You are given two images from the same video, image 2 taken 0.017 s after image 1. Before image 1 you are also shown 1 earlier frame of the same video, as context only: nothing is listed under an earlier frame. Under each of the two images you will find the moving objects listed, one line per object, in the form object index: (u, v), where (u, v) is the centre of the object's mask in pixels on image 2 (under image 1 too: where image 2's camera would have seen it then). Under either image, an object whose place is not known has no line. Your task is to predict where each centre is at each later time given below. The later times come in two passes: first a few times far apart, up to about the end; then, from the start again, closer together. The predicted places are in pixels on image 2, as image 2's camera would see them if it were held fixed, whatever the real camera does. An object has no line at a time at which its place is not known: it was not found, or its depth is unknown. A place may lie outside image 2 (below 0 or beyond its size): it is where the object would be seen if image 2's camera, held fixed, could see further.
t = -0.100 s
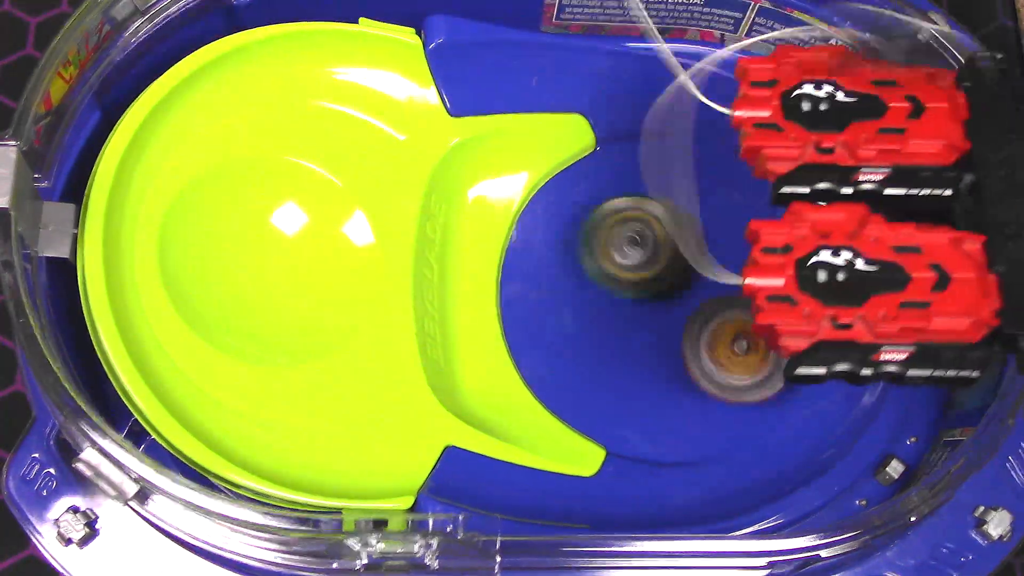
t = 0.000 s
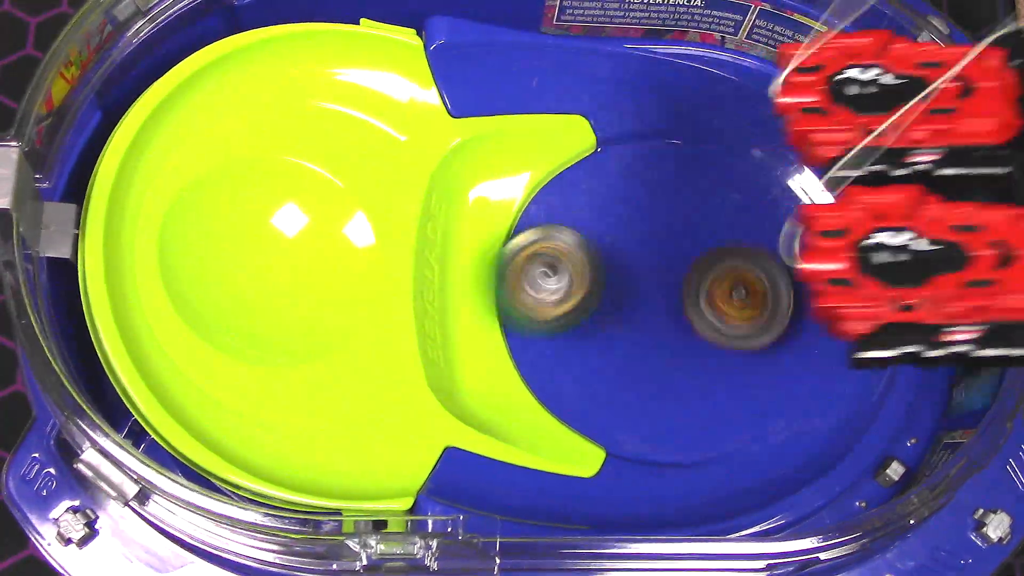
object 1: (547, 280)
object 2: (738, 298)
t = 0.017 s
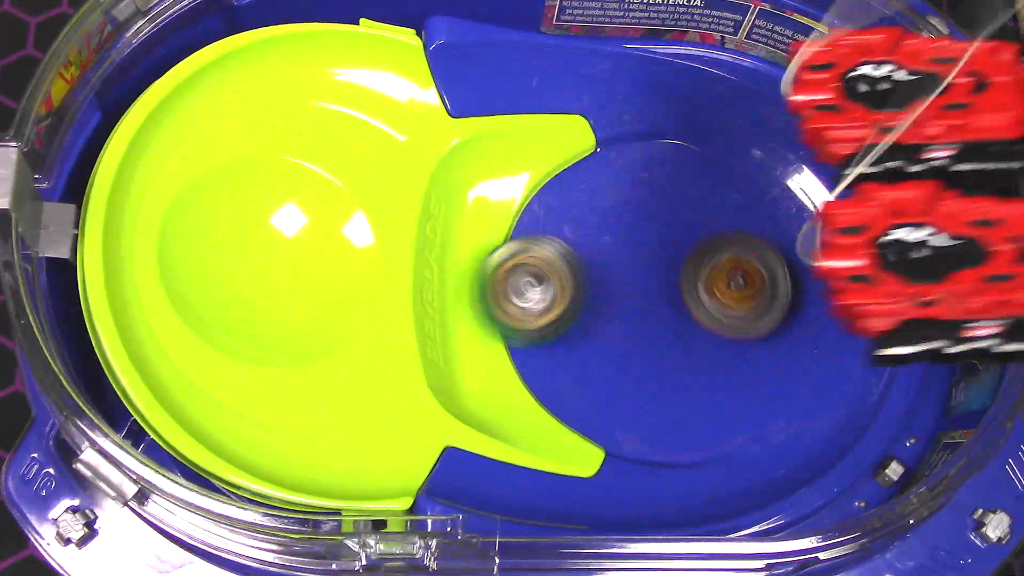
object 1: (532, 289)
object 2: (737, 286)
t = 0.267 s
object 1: (555, 359)
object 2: (570, 187)
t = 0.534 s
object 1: (726, 278)
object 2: (674, 429)
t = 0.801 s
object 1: (609, 140)
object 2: (833, 183)
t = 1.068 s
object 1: (587, 365)
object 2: (306, 147)
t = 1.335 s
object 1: (856, 270)
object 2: (438, 446)
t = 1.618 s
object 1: (528, 195)
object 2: (849, 138)
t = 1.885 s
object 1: (694, 442)
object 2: (537, 279)
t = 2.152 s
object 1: (784, 88)
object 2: (567, 463)
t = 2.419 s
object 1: (430, 259)
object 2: (785, 277)
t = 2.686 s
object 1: (886, 380)
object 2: (565, 135)
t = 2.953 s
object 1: (513, 90)
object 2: (565, 408)
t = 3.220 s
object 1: (276, 354)
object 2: (855, 227)
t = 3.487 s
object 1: (633, 455)
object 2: (490, 174)
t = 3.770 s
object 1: (770, 134)
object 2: (867, 420)
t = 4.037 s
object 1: (374, 263)
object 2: (615, 41)
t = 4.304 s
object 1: (335, 402)
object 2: (210, 284)
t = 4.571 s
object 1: (708, 376)
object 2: (415, 412)
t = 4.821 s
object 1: (781, 137)
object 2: (678, 216)
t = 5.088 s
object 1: (777, 90)
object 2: (551, 278)
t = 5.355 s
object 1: (733, 231)
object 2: (584, 362)
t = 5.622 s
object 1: (788, 226)
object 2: (653, 344)
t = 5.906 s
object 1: (798, 239)
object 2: (690, 284)
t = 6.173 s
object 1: (797, 269)
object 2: (586, 237)
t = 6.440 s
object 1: (682, 347)
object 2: (568, 237)
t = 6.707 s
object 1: (607, 398)
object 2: (631, 282)
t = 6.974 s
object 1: (602, 367)
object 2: (711, 306)
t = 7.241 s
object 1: (622, 228)
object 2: (687, 333)
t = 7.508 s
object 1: (665, 155)
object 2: (594, 306)
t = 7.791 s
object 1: (721, 239)
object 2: (555, 251)
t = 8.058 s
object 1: (743, 370)
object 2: (572, 262)
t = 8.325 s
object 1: (701, 400)
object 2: (609, 243)
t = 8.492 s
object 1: (651, 348)
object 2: (611, 246)
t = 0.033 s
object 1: (521, 298)
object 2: (735, 273)
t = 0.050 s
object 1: (517, 303)
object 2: (731, 260)
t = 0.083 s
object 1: (507, 316)
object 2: (717, 234)
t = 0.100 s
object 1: (504, 323)
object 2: (708, 222)
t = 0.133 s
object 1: (504, 335)
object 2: (686, 202)
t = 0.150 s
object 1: (505, 341)
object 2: (673, 194)
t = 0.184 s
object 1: (513, 349)
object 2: (644, 181)
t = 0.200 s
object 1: (519, 351)
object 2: (630, 179)
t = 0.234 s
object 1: (536, 355)
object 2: (600, 179)
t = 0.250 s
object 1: (544, 358)
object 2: (584, 183)
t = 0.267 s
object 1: (555, 359)
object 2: (570, 187)
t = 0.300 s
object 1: (577, 362)
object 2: (542, 204)
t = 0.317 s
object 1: (592, 362)
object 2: (530, 217)
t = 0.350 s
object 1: (623, 362)
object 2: (521, 253)
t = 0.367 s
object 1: (637, 362)
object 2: (524, 275)
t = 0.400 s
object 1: (663, 356)
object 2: (535, 313)
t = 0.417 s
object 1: (674, 350)
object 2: (543, 330)
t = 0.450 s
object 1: (695, 336)
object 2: (569, 362)
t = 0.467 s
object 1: (705, 326)
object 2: (585, 379)
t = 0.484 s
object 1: (712, 316)
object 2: (603, 393)
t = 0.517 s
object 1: (723, 291)
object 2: (648, 419)
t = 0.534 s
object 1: (726, 278)
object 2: (674, 429)
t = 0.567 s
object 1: (729, 250)
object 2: (729, 439)
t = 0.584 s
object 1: (729, 236)
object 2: (760, 438)
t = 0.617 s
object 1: (722, 208)
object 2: (815, 426)
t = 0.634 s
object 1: (716, 194)
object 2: (839, 414)
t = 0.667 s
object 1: (701, 169)
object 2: (874, 376)
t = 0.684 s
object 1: (691, 157)
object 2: (886, 352)
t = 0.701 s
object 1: (679, 147)
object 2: (893, 328)
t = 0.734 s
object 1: (653, 131)
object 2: (892, 278)
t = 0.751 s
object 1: (641, 126)
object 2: (886, 253)
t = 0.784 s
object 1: (619, 130)
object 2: (860, 206)
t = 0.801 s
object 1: (609, 140)
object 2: (833, 183)
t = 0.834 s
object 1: (596, 168)
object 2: (778, 141)
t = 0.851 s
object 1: (590, 185)
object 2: (750, 124)
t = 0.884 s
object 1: (577, 217)
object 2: (685, 97)
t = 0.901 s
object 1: (570, 233)
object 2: (641, 83)
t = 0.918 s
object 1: (563, 249)
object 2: (608, 77)
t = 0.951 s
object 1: (553, 278)
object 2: (541, 71)
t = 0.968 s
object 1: (551, 293)
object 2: (504, 72)
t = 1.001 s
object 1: (554, 319)
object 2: (443, 86)
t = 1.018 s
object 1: (559, 331)
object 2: (402, 98)
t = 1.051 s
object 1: (576, 354)
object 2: (335, 130)
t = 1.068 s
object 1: (587, 365)
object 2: (306, 147)
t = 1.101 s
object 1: (618, 383)
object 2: (249, 187)
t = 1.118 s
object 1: (636, 390)
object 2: (222, 210)
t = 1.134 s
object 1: (656, 395)
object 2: (207, 236)
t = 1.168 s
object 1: (700, 397)
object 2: (200, 290)
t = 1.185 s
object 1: (721, 395)
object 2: (208, 314)
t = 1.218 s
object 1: (763, 383)
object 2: (230, 371)
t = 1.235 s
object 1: (782, 372)
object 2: (246, 397)
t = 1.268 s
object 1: (816, 345)
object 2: (296, 440)
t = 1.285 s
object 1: (830, 328)
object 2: (329, 448)
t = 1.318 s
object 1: (851, 290)
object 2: (402, 453)
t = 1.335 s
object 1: (856, 270)
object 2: (438, 446)
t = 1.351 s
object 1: (860, 247)
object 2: (472, 439)
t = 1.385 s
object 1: (849, 205)
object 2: (545, 417)
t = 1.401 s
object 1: (835, 187)
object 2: (578, 406)
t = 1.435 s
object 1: (799, 158)
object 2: (641, 383)
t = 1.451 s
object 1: (776, 146)
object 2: (672, 365)
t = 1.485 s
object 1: (728, 126)
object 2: (731, 326)
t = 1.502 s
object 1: (700, 119)
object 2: (758, 304)
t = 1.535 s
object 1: (642, 119)
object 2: (803, 260)
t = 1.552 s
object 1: (617, 123)
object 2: (824, 235)
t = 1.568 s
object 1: (594, 134)
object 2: (836, 207)
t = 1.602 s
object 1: (546, 176)
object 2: (847, 157)
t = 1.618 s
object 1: (528, 195)
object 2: (849, 138)
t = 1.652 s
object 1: (494, 251)
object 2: (846, 102)
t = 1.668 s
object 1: (477, 275)
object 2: (842, 88)
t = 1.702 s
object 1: (476, 327)
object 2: (806, 88)
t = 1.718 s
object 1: (485, 350)
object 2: (786, 90)
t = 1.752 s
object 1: (511, 399)
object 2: (741, 102)
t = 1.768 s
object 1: (532, 406)
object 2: (717, 113)
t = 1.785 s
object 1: (553, 418)
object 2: (691, 134)
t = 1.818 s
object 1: (593, 440)
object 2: (640, 180)
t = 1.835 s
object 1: (620, 442)
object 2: (611, 204)
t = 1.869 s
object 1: (667, 447)
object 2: (558, 254)
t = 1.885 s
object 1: (694, 442)
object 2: (537, 279)
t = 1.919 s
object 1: (753, 419)
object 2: (502, 324)
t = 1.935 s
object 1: (782, 405)
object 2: (489, 351)
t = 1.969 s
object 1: (834, 365)
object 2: (476, 391)
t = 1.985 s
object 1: (855, 341)
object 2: (480, 399)
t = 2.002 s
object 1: (871, 312)
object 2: (482, 408)
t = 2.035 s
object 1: (885, 253)
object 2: (487, 433)
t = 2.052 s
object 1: (882, 225)
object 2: (490, 447)
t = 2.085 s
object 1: (865, 167)
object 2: (504, 462)
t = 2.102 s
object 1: (851, 144)
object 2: (520, 463)
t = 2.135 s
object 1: (806, 104)
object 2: (549, 466)
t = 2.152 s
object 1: (784, 88)
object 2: (567, 463)
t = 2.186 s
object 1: (725, 64)
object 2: (607, 453)
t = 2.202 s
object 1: (694, 57)
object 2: (629, 448)
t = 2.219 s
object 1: (662, 55)
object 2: (650, 439)
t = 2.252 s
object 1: (598, 59)
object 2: (689, 425)
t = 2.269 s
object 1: (569, 66)
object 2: (708, 414)
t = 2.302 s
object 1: (514, 91)
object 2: (742, 389)
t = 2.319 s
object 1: (493, 106)
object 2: (754, 374)
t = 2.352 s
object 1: (445, 145)
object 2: (774, 344)
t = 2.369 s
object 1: (431, 169)
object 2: (780, 329)
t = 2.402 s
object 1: (431, 227)
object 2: (786, 293)
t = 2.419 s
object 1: (430, 259)
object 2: (785, 277)
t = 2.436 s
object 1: (433, 295)
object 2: (783, 259)
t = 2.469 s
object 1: (462, 359)
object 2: (771, 223)
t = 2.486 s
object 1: (489, 384)
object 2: (761, 204)
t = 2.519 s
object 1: (552, 422)
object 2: (737, 173)
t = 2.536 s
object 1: (588, 437)
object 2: (723, 158)
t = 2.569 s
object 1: (657, 462)
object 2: (690, 132)
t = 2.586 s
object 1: (692, 468)
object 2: (673, 124)
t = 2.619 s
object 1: (769, 461)
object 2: (634, 117)
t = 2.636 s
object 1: (804, 448)
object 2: (616, 118)
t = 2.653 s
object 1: (835, 431)
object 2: (598, 121)
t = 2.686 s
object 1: (886, 380)
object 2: (565, 135)
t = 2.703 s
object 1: (907, 350)
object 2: (547, 145)
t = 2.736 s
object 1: (915, 282)
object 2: (511, 173)
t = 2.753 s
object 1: (910, 247)
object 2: (493, 189)
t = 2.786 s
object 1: (881, 179)
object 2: (466, 224)
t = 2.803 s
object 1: (855, 147)
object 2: (462, 242)
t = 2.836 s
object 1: (794, 98)
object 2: (460, 286)
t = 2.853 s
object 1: (757, 81)
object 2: (466, 311)
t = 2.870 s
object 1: (715, 68)
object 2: (476, 335)
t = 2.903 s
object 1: (624, 67)
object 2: (506, 372)
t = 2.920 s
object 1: (584, 70)
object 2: (525, 386)
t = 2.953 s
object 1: (513, 90)
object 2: (565, 408)
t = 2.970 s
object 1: (483, 106)
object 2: (588, 417)
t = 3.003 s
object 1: (419, 140)
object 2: (636, 431)
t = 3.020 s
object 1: (389, 160)
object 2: (659, 437)
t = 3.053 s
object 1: (348, 196)
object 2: (709, 430)
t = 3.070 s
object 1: (323, 218)
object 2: (735, 418)
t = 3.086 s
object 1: (304, 242)
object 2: (757, 406)
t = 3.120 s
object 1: (274, 286)
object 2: (797, 372)
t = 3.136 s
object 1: (265, 303)
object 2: (812, 353)
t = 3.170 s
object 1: (261, 328)
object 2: (838, 304)
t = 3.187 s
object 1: (263, 339)
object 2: (847, 279)
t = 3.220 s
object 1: (276, 354)
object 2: (855, 227)
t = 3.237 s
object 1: (284, 362)
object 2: (854, 201)
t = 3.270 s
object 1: (312, 381)
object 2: (832, 151)
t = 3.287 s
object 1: (327, 390)
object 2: (815, 130)
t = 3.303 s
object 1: (345, 399)
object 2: (796, 114)
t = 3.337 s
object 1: (388, 417)
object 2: (749, 90)
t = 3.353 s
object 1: (411, 423)
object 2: (722, 85)
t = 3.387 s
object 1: (463, 432)
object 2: (662, 83)
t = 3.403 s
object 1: (490, 435)
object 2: (631, 88)
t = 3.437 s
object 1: (546, 445)
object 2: (576, 111)
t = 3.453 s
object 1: (575, 450)
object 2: (549, 127)
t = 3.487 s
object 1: (633, 455)
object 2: (490, 174)
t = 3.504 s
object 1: (661, 457)
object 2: (467, 198)
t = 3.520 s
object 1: (693, 456)
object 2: (457, 230)
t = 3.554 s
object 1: (755, 447)
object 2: (450, 293)
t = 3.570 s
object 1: (783, 436)
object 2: (454, 326)
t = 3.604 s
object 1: (829, 401)
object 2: (491, 390)
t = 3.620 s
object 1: (845, 376)
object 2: (530, 411)
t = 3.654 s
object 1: (863, 322)
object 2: (598, 452)
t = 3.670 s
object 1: (865, 292)
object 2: (639, 467)
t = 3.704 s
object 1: (857, 234)
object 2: (715, 480)
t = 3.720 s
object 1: (839, 203)
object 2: (758, 471)
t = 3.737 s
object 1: (823, 177)
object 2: (801, 458)
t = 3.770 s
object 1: (770, 134)
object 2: (867, 420)
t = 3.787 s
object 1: (739, 120)
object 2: (897, 387)
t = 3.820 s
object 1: (669, 103)
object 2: (931, 322)
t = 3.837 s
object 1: (632, 101)
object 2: (946, 289)
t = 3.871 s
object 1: (571, 106)
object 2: (936, 221)
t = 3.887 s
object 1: (541, 112)
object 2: (913, 193)
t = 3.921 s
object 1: (484, 131)
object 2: (860, 140)
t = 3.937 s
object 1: (455, 143)
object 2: (828, 117)
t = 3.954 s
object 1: (431, 161)
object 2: (799, 96)
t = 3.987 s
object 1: (409, 197)
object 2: (730, 58)
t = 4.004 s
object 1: (395, 219)
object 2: (689, 46)
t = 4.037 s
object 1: (374, 263)
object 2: (615, 41)
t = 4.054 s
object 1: (362, 283)
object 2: (578, 40)
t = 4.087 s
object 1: (337, 311)
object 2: (506, 45)
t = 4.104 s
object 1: (325, 321)
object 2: (476, 50)
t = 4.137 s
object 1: (309, 335)
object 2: (402, 78)
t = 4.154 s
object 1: (304, 342)
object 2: (364, 97)
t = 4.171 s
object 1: (301, 350)
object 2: (333, 115)
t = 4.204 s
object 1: (300, 364)
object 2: (284, 146)
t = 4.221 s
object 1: (302, 371)
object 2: (258, 168)
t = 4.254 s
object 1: (311, 385)
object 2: (220, 214)
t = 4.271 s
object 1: (317, 391)
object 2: (209, 238)
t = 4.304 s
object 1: (335, 402)
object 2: (210, 284)
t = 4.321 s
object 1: (346, 406)
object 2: (220, 308)
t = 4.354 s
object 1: (373, 414)
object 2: (248, 358)
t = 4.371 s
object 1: (391, 418)
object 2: (261, 378)
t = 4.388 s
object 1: (416, 423)
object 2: (262, 390)
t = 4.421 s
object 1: (476, 425)
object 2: (268, 413)
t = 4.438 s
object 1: (500, 424)
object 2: (276, 420)
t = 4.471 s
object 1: (557, 425)
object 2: (300, 431)
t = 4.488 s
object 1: (581, 424)
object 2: (317, 435)
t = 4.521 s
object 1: (632, 409)
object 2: (355, 432)
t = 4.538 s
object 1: (661, 402)
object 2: (376, 427)
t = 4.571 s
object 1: (708, 376)
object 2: (415, 412)
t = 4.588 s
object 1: (730, 360)
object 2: (437, 405)
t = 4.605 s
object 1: (750, 345)
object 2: (455, 394)
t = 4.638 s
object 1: (783, 311)
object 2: (489, 373)
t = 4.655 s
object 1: (797, 294)
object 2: (513, 363)
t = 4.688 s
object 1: (817, 259)
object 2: (551, 343)
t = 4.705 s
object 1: (823, 242)
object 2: (561, 330)
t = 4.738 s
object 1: (827, 203)
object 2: (598, 301)
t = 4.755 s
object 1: (825, 187)
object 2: (613, 283)
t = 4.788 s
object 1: (808, 156)
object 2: (648, 250)
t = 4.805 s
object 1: (796, 145)
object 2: (662, 234)
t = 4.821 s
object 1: (781, 137)
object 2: (678, 216)
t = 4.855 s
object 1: (771, 112)
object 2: (671, 199)
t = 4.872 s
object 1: (777, 98)
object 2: (651, 200)
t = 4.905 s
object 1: (791, 74)
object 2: (615, 204)
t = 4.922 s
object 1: (795, 65)
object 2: (596, 207)
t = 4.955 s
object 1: (799, 56)
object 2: (567, 211)
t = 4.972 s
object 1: (796, 60)
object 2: (554, 213)
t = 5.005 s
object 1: (793, 65)
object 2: (542, 224)
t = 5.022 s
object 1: (793, 68)
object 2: (540, 232)
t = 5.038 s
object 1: (791, 72)
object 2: (542, 247)
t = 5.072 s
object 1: (783, 82)
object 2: (547, 267)
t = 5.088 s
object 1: (777, 90)
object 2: (551, 278)
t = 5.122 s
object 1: (759, 113)
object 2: (563, 297)
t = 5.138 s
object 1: (749, 125)
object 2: (570, 304)
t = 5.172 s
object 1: (727, 158)
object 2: (584, 313)
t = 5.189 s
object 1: (716, 172)
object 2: (595, 319)
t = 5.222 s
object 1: (696, 198)
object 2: (612, 319)
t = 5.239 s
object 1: (684, 216)
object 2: (622, 317)
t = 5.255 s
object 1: (683, 227)
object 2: (623, 318)
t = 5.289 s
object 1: (705, 228)
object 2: (608, 337)
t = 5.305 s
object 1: (710, 227)
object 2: (600, 348)
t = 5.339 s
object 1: (727, 227)
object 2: (590, 355)
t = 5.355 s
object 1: (733, 231)
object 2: (584, 362)
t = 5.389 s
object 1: (749, 230)
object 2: (582, 364)
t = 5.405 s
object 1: (755, 229)
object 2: (583, 366)
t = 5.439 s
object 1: (765, 228)
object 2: (589, 364)
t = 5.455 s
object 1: (769, 225)
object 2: (594, 364)
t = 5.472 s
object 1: (773, 226)
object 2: (599, 362)
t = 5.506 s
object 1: (777, 224)
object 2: (610, 361)
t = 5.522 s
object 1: (780, 223)
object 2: (617, 359)
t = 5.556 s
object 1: (785, 223)
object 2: (628, 356)
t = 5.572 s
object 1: (785, 224)
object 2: (633, 354)
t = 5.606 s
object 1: (788, 225)
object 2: (647, 347)
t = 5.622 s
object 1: (788, 226)
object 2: (653, 344)
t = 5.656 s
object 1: (788, 229)
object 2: (665, 335)
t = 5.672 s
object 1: (787, 231)
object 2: (674, 330)
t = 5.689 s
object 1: (787, 233)
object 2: (680, 327)
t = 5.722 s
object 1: (782, 239)
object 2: (693, 316)
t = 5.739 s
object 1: (782, 241)
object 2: (697, 312)
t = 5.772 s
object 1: (794, 239)
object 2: (692, 311)
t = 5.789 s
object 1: (800, 239)
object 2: (688, 308)
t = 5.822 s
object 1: (802, 238)
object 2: (687, 299)
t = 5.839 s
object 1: (803, 238)
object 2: (688, 296)
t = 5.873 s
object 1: (802, 238)
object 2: (688, 291)
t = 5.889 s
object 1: (801, 239)
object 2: (689, 287)
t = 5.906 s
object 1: (798, 239)
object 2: (690, 284)
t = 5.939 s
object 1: (796, 243)
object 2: (692, 280)
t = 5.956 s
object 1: (804, 246)
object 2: (681, 279)
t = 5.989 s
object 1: (817, 251)
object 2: (658, 270)
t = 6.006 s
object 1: (819, 252)
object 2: (650, 269)
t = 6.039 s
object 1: (821, 255)
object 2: (633, 264)
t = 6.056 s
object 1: (821, 256)
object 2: (629, 262)
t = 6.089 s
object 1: (817, 258)
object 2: (613, 254)
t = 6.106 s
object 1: (814, 259)
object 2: (608, 252)
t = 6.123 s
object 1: (810, 261)
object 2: (600, 249)
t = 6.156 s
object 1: (802, 266)
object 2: (590, 240)
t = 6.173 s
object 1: (797, 269)
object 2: (586, 237)
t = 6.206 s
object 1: (786, 278)
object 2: (577, 230)
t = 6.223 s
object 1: (781, 282)
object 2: (575, 231)
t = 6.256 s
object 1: (767, 292)
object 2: (567, 226)
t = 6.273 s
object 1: (761, 297)
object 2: (567, 225)
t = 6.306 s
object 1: (746, 307)
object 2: (563, 225)
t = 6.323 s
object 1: (739, 313)
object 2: (563, 223)
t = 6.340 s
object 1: (730, 319)
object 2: (563, 224)
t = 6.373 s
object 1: (715, 328)
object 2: (563, 226)
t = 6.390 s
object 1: (707, 334)
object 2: (566, 228)
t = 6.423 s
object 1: (691, 343)
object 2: (567, 235)
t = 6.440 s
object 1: (682, 347)
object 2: (568, 237)
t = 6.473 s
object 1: (666, 355)
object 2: (574, 244)
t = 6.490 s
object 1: (659, 359)
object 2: (577, 248)
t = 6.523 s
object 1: (644, 364)
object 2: (586, 260)
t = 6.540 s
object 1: (637, 367)
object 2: (588, 265)
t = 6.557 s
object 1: (630, 374)
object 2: (593, 266)
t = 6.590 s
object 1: (620, 388)
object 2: (602, 262)
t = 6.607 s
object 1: (615, 392)
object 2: (609, 262)
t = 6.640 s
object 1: (609, 399)
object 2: (621, 271)
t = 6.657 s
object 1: (606, 401)
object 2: (623, 276)
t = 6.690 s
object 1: (606, 401)
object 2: (627, 280)
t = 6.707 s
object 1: (607, 398)
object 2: (631, 282)
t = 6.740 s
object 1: (612, 391)
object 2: (640, 287)
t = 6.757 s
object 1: (609, 391)
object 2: (647, 287)
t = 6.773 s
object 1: (607, 393)
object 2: (659, 283)
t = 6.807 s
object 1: (602, 395)
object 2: (677, 281)
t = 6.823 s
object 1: (600, 395)
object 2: (684, 281)
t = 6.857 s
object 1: (600, 393)
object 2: (698, 285)
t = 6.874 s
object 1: (599, 391)
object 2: (702, 288)
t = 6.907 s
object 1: (601, 387)
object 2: (708, 295)
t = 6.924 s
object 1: (600, 382)
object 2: (710, 300)
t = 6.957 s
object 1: (602, 373)
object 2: (711, 305)
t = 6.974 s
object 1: (602, 367)
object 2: (711, 306)
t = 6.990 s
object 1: (602, 359)
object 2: (711, 306)
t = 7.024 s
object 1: (604, 347)
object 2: (714, 311)
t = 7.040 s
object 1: (604, 339)
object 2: (711, 314)
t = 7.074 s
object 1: (608, 323)
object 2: (712, 314)
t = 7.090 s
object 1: (609, 313)
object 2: (711, 314)
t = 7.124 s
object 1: (614, 295)
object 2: (711, 319)
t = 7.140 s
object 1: (615, 285)
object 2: (707, 322)
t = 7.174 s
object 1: (618, 265)
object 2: (704, 324)
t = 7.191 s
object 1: (618, 256)
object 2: (703, 327)
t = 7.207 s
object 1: (619, 246)
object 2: (700, 329)
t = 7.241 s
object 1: (622, 228)
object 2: (687, 333)
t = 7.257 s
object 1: (623, 220)
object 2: (683, 332)
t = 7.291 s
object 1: (628, 203)
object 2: (675, 334)
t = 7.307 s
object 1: (629, 198)
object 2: (669, 334)
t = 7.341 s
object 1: (635, 184)
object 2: (655, 334)
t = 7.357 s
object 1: (637, 179)
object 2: (648, 331)
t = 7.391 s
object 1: (642, 169)
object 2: (638, 327)
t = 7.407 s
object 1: (645, 166)
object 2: (632, 326)
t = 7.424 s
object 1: (647, 163)
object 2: (626, 323)
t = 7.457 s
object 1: (654, 158)
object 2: (614, 319)
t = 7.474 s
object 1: (657, 157)
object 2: (607, 315)
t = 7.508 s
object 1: (665, 155)
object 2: (594, 306)
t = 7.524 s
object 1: (668, 156)
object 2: (589, 301)
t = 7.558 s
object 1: (674, 159)
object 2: (580, 291)
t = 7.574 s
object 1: (679, 162)
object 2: (576, 287)
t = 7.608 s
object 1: (685, 169)
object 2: (569, 280)
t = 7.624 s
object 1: (689, 172)
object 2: (567, 275)
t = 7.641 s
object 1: (691, 177)
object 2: (564, 271)
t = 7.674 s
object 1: (698, 188)
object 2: (559, 265)
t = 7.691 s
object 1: (703, 195)
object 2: (558, 262)
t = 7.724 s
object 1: (708, 207)
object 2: (555, 255)
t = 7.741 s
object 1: (712, 214)
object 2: (554, 253)
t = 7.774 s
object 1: (718, 231)
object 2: (554, 252)
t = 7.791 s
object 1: (721, 239)
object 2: (555, 251)
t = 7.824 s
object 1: (727, 256)
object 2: (557, 250)
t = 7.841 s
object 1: (729, 265)
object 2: (557, 251)
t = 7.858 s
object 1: (732, 273)
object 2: (558, 252)
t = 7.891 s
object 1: (735, 290)
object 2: (559, 255)
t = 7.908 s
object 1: (738, 300)
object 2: (559, 257)
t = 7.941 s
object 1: (740, 316)
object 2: (561, 260)
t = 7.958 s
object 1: (742, 324)
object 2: (562, 261)
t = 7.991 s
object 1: (742, 341)
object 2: (565, 263)
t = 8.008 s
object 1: (743, 348)
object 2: (566, 263)
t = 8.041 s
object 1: (744, 364)
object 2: (570, 263)
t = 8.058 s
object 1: (743, 370)
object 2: (572, 262)
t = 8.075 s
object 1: (744, 375)
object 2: (574, 261)
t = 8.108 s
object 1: (741, 386)
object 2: (578, 260)
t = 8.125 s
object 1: (740, 390)
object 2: (581, 258)
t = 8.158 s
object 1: (736, 398)
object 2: (586, 255)
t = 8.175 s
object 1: (733, 401)
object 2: (588, 253)
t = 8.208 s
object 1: (728, 405)
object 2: (593, 250)
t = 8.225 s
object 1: (725, 406)
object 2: (596, 249)
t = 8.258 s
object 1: (719, 407)
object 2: (602, 246)
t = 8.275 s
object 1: (714, 406)
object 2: (604, 245)
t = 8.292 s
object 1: (710, 404)
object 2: (606, 244)
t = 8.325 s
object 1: (701, 400)
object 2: (609, 243)
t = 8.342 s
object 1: (696, 397)
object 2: (610, 242)
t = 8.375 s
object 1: (687, 390)
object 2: (611, 242)
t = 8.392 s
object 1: (682, 385)
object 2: (611, 242)
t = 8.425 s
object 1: (671, 374)
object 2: (611, 242)
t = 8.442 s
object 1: (667, 369)
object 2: (611, 243)
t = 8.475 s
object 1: (656, 355)
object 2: (611, 245)
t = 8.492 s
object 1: (651, 348)
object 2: (611, 246)
